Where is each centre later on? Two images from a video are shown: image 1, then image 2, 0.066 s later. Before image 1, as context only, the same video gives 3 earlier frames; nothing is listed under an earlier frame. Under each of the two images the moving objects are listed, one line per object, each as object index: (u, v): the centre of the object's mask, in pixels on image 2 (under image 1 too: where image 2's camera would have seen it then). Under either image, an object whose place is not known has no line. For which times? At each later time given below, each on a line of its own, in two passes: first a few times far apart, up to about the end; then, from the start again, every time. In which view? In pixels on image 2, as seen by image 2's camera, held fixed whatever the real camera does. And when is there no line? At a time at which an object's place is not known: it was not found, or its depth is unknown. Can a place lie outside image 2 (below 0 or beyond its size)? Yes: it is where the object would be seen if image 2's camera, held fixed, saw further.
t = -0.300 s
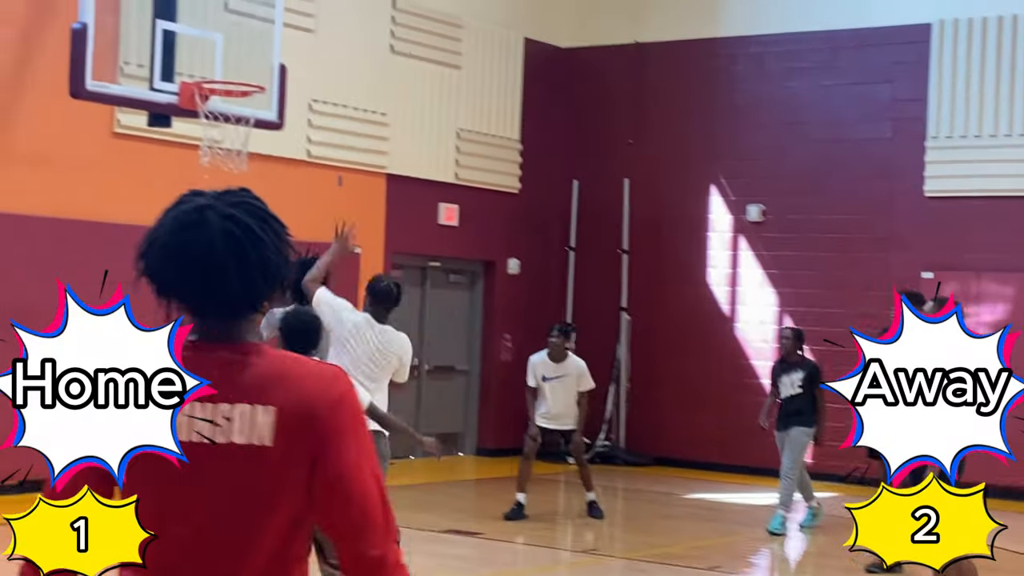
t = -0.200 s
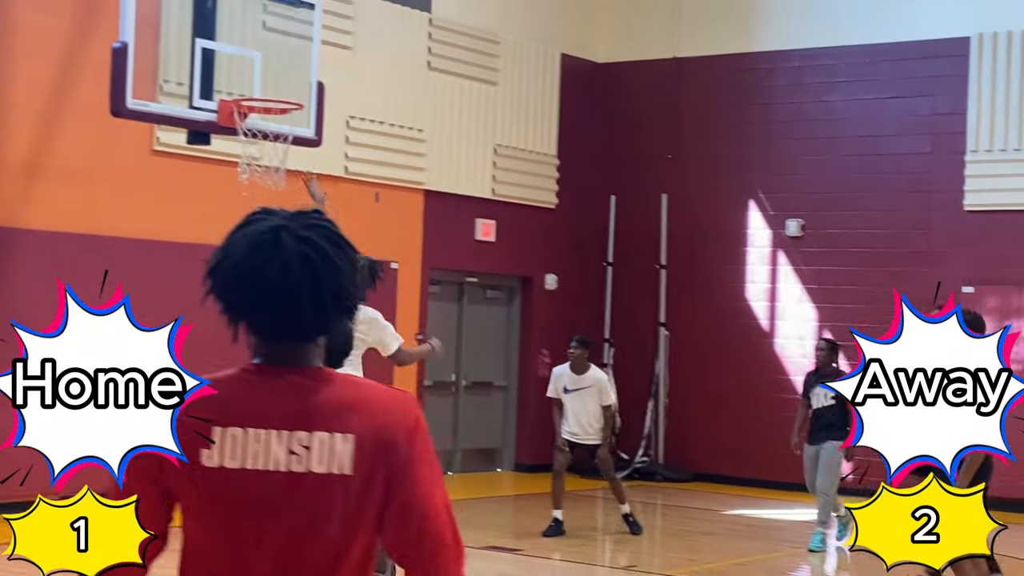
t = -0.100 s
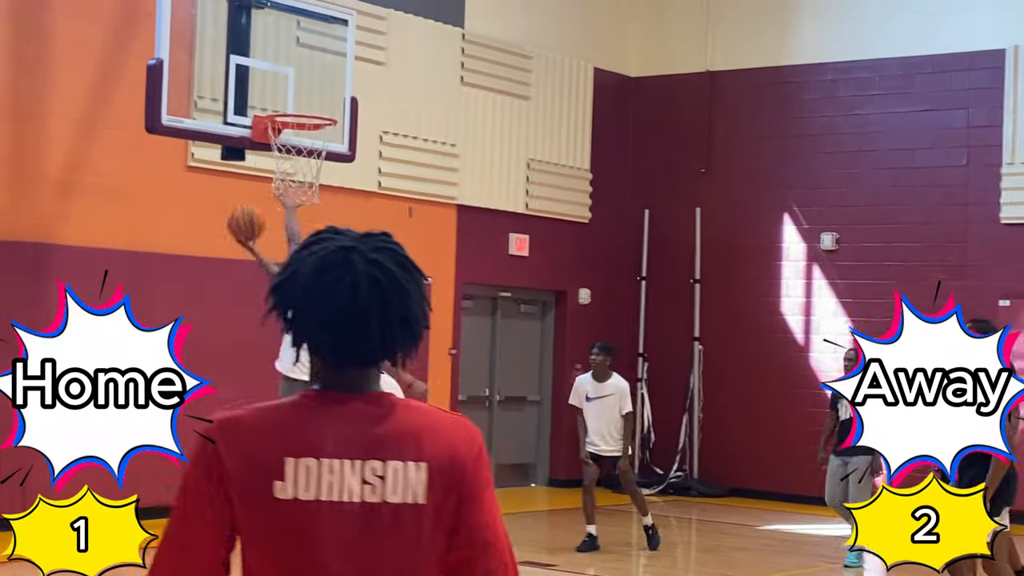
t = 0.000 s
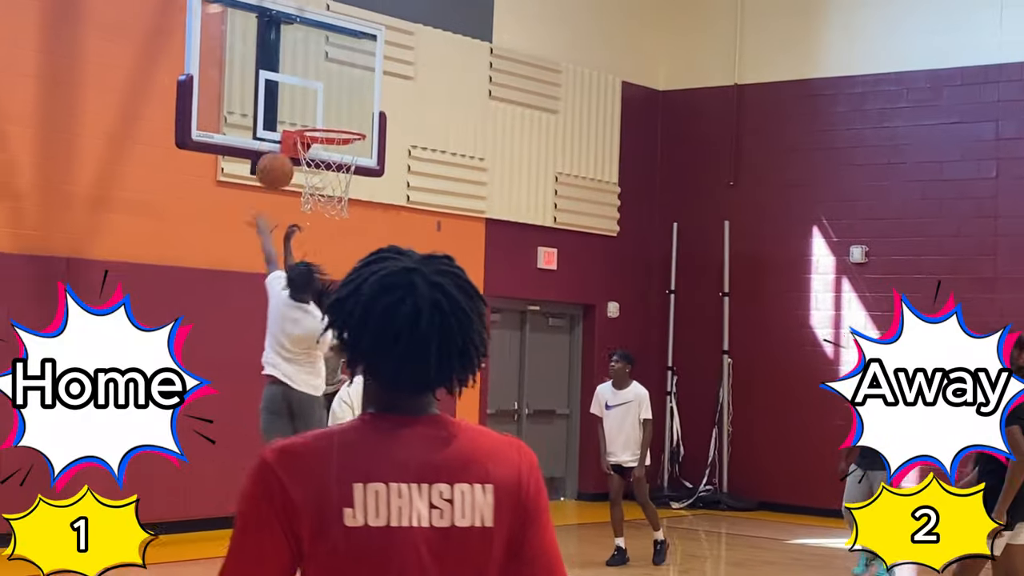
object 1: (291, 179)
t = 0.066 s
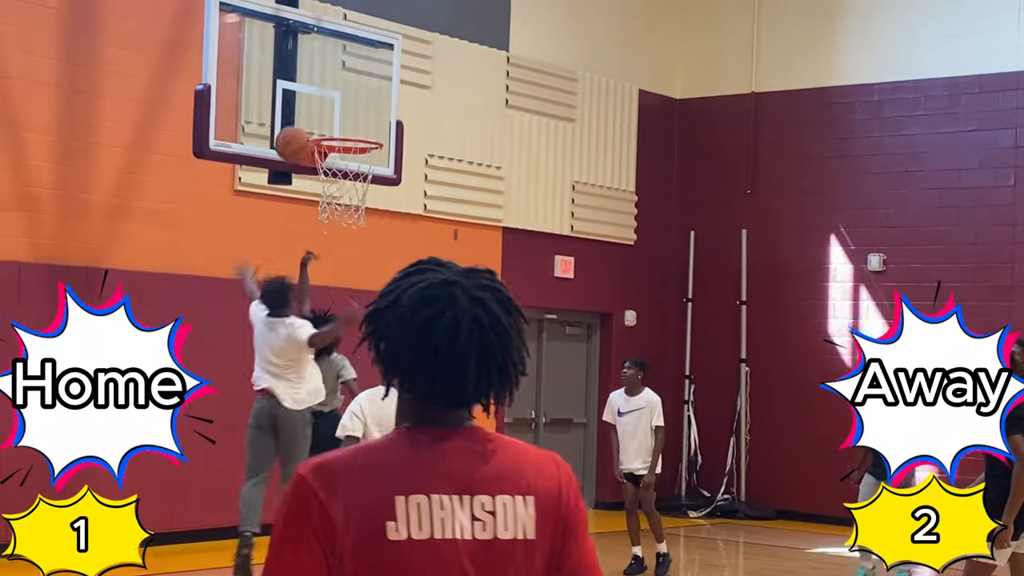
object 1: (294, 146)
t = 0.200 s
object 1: (296, 96)
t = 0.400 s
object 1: (324, 65)
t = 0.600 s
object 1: (368, 87)
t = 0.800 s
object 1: (410, 159)
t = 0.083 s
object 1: (294, 137)
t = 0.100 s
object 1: (294, 129)
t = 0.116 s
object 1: (294, 123)
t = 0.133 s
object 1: (295, 116)
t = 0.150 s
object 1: (295, 110)
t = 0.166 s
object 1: (295, 106)
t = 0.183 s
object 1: (295, 100)
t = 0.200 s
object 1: (296, 96)
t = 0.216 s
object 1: (296, 91)
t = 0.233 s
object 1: (296, 88)
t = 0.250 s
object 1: (296, 85)
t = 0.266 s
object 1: (296, 82)
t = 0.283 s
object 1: (298, 79)
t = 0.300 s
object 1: (302, 76)
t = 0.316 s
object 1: (305, 73)
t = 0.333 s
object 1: (309, 71)
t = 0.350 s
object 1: (313, 69)
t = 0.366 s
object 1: (317, 67)
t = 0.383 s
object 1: (321, 66)
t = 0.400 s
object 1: (324, 65)
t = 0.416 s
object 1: (328, 65)
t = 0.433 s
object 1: (332, 65)
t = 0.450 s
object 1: (336, 65)
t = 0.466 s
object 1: (339, 67)
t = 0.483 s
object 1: (343, 67)
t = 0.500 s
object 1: (347, 69)
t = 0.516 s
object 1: (351, 71)
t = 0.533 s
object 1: (354, 73)
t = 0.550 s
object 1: (358, 76)
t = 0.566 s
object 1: (361, 79)
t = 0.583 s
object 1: (364, 83)
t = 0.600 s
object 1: (368, 87)
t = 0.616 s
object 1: (371, 91)
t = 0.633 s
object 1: (375, 95)
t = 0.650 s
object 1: (378, 101)
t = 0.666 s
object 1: (381, 106)
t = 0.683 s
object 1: (385, 112)
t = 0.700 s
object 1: (389, 119)
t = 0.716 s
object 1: (392, 125)
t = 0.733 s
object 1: (395, 132)
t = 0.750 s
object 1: (399, 140)
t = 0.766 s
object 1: (402, 145)
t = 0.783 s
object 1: (406, 152)
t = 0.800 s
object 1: (410, 159)
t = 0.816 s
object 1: (414, 166)
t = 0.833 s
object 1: (417, 173)
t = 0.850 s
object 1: (421, 181)
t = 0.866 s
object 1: (424, 189)
